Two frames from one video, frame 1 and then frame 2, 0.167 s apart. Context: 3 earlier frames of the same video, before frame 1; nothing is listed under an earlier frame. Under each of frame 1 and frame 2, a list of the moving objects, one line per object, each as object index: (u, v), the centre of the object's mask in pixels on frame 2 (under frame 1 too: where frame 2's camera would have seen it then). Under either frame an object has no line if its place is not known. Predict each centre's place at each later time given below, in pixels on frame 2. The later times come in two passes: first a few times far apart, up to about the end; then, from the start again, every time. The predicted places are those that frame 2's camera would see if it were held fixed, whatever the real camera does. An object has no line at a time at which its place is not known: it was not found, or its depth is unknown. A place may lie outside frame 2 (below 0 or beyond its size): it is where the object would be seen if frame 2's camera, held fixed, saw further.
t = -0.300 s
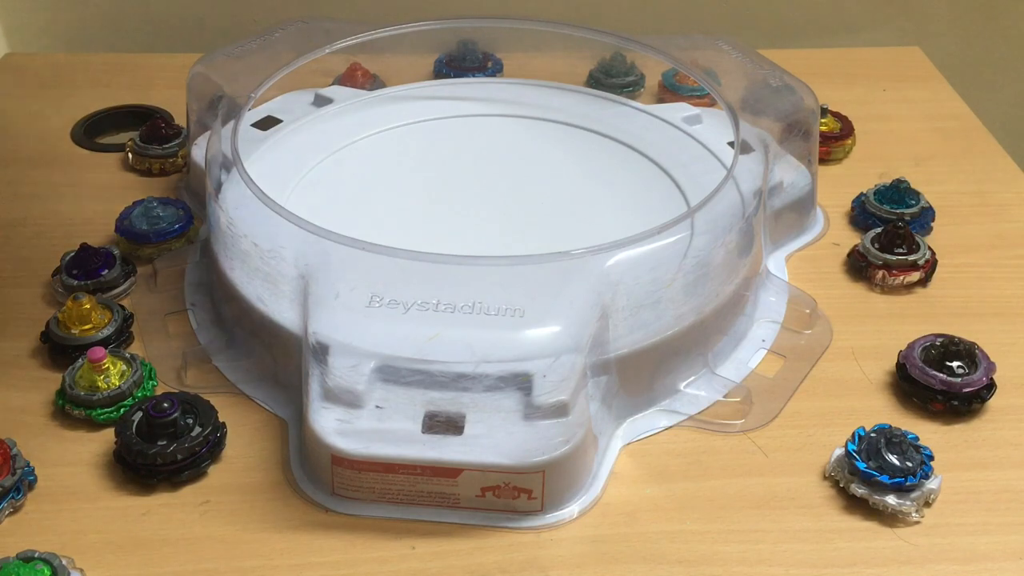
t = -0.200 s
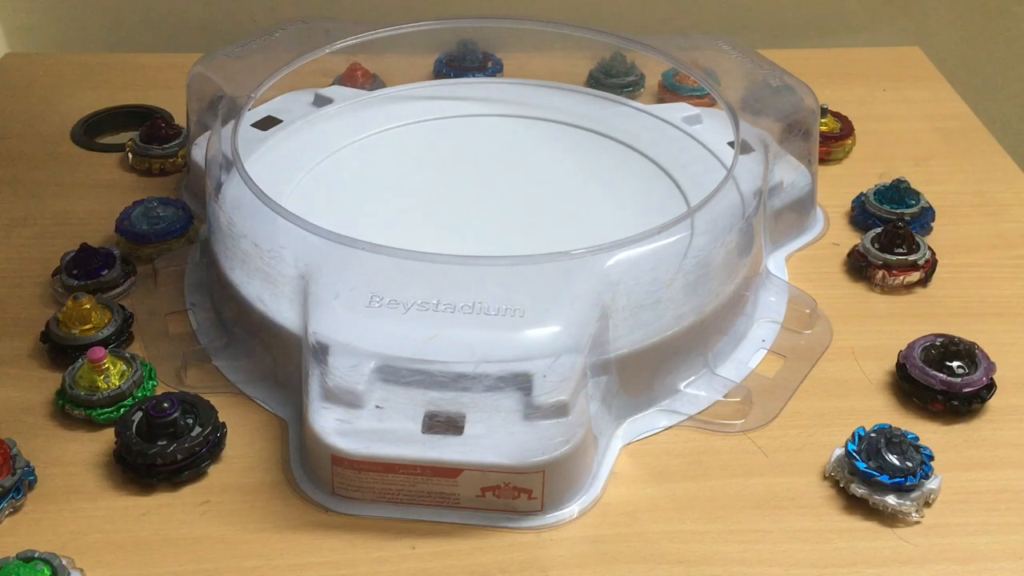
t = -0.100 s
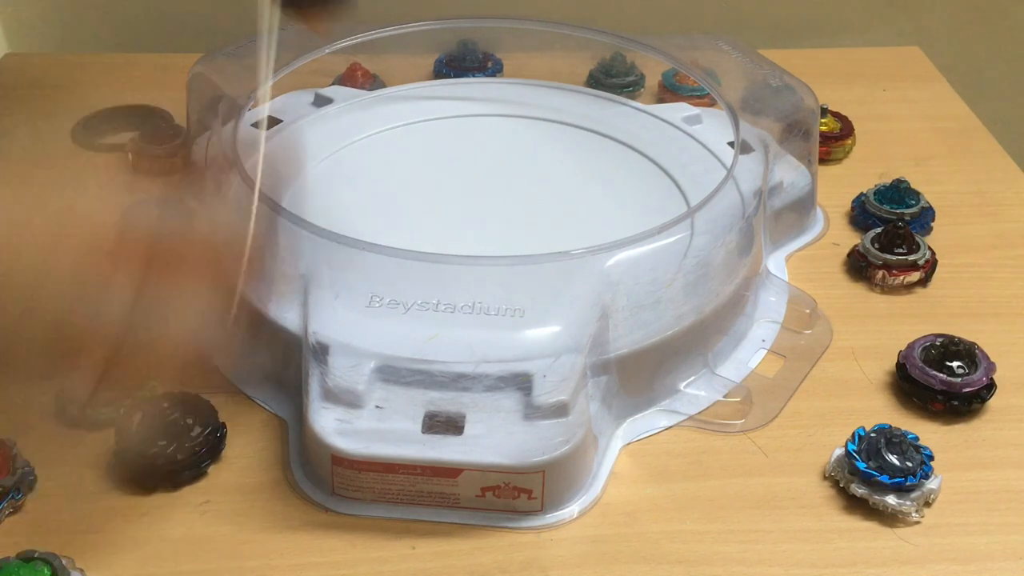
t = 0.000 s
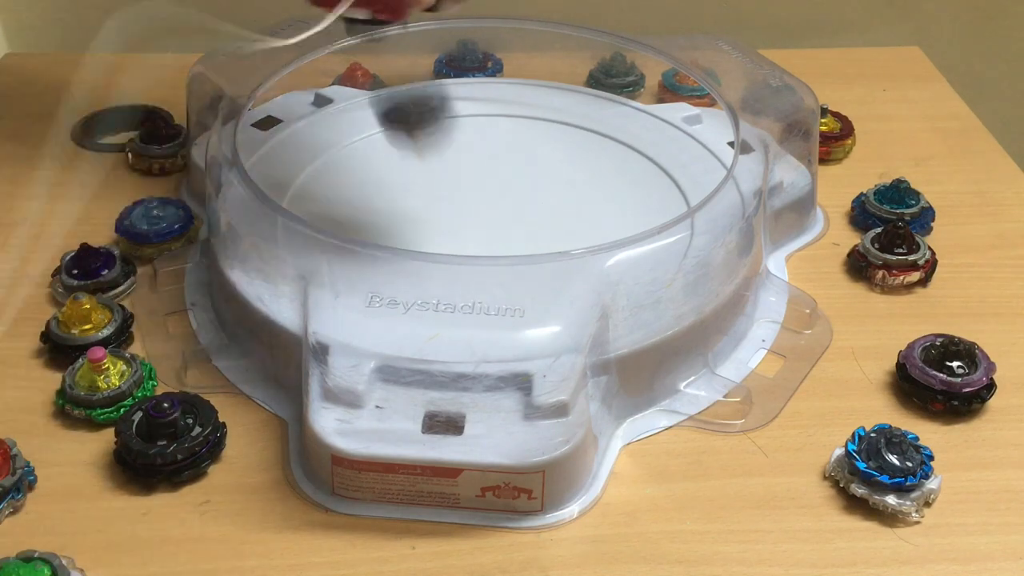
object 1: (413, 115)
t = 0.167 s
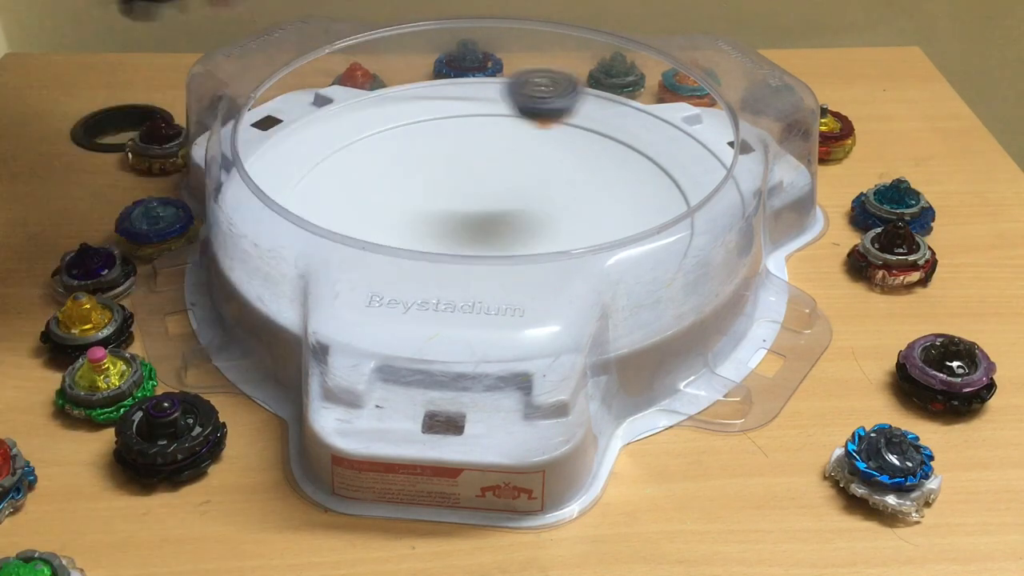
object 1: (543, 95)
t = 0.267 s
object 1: (616, 169)
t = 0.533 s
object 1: (580, 183)
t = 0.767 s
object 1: (519, 179)
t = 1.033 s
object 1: (517, 211)
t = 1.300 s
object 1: (542, 204)
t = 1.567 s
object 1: (522, 218)
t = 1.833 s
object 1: (512, 228)
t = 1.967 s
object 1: (506, 231)
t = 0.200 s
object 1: (570, 104)
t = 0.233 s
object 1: (592, 128)
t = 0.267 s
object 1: (616, 169)
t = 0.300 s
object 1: (619, 153)
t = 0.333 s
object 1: (620, 147)
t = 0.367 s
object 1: (620, 157)
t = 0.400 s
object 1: (618, 174)
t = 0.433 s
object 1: (611, 169)
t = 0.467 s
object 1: (601, 179)
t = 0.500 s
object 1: (592, 179)
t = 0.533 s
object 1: (580, 183)
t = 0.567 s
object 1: (568, 185)
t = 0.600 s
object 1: (557, 185)
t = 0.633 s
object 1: (548, 183)
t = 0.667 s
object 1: (541, 180)
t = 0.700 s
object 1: (535, 179)
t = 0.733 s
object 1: (527, 179)
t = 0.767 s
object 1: (519, 179)
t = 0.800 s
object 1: (513, 181)
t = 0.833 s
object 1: (508, 185)
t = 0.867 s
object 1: (505, 189)
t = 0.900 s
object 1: (504, 194)
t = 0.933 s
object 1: (505, 199)
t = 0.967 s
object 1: (507, 204)
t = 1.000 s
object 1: (511, 208)
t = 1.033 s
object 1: (517, 211)
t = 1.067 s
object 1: (524, 213)
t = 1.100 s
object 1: (531, 213)
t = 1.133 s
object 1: (537, 213)
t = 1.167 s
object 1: (543, 212)
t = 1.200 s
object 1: (546, 210)
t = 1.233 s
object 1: (547, 207)
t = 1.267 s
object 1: (545, 205)
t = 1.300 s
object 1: (542, 204)
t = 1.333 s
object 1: (537, 204)
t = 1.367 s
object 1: (533, 205)
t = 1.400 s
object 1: (529, 206)
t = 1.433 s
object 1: (526, 208)
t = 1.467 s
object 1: (525, 210)
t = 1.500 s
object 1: (524, 211)
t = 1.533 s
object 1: (524, 214)
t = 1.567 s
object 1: (522, 218)
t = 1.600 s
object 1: (521, 222)
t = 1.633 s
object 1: (520, 224)
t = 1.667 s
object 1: (521, 225)
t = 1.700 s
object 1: (519, 226)
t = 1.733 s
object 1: (518, 226)
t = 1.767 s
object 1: (516, 227)
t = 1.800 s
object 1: (513, 228)
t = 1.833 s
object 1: (512, 228)
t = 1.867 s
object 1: (510, 229)
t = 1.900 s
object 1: (509, 230)
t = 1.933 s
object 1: (507, 230)
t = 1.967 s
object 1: (506, 231)
